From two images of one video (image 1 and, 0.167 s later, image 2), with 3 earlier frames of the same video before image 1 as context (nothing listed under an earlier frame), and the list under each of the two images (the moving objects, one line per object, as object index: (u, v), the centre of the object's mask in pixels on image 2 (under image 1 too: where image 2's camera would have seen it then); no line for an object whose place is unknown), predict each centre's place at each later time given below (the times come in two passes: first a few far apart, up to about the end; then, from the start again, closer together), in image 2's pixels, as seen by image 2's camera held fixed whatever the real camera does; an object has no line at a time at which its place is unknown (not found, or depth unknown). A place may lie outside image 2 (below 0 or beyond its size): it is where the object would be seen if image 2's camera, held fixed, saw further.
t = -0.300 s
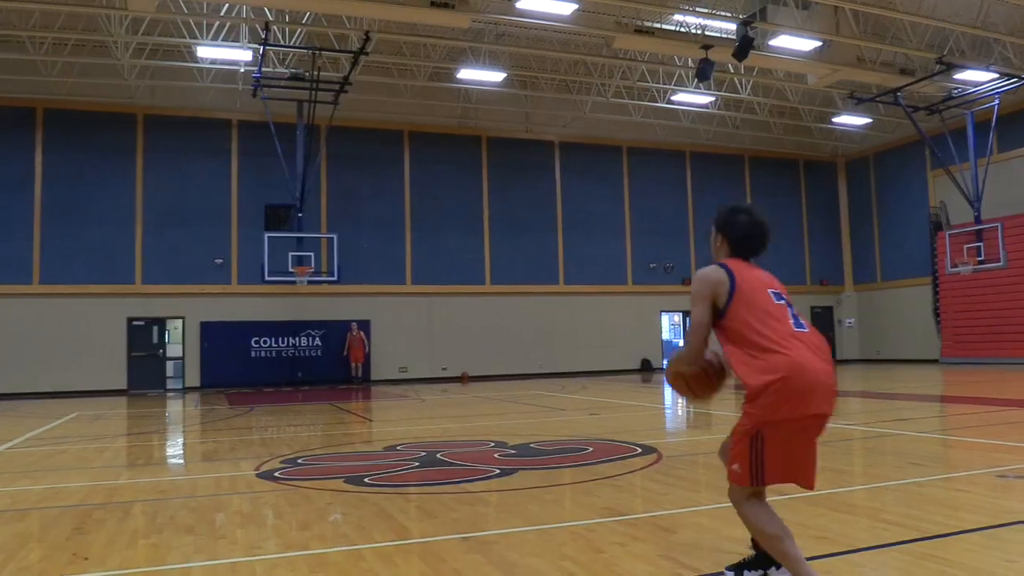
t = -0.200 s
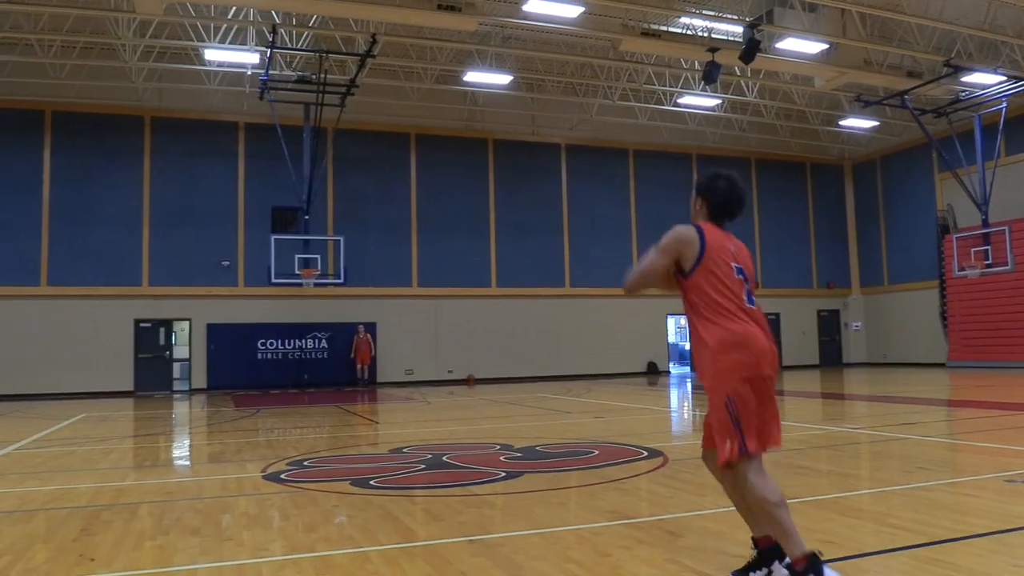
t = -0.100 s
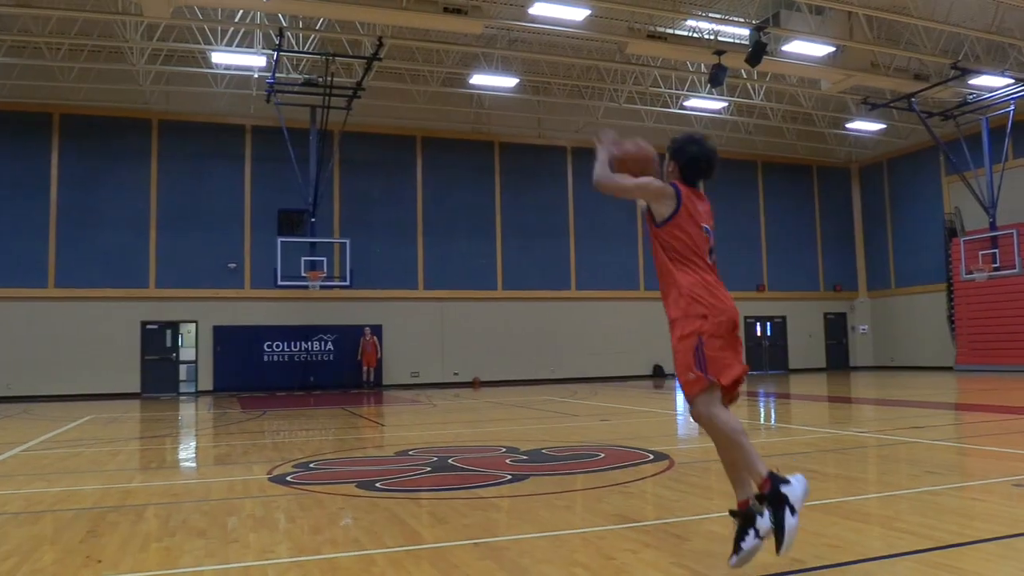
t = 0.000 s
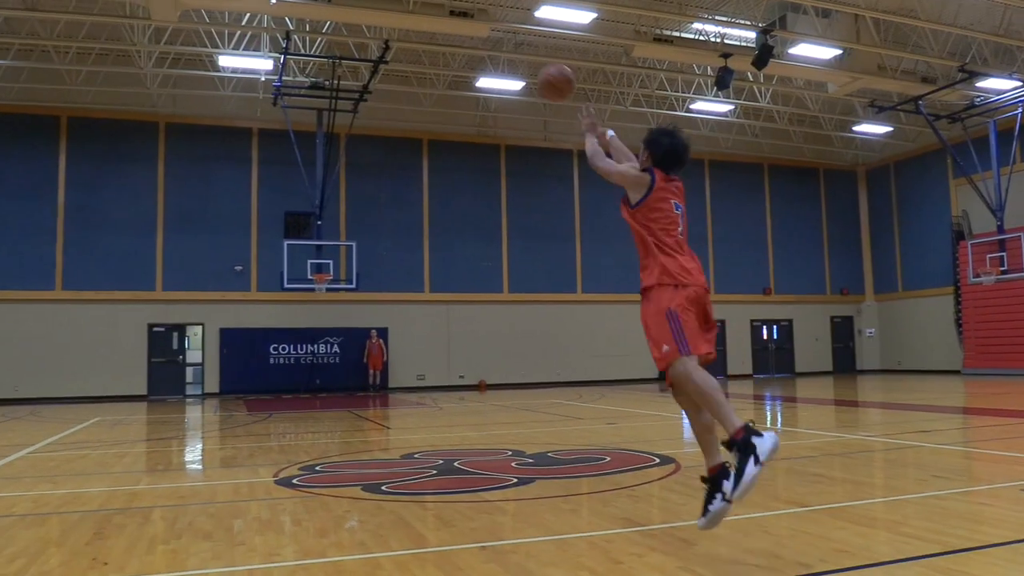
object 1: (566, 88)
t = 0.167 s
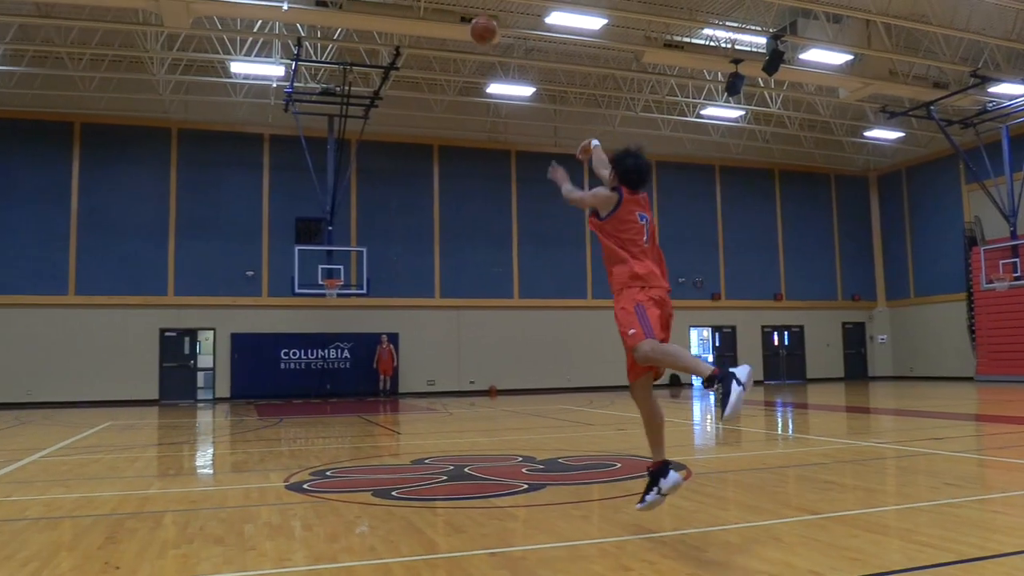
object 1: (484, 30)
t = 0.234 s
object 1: (461, 20)
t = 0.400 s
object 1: (422, 16)
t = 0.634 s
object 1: (388, 37)
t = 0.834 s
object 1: (370, 72)
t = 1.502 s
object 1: (342, 242)
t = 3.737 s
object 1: (206, 367)
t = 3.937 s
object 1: (192, 376)
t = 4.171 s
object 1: (172, 413)
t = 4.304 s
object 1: (163, 399)
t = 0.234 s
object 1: (461, 20)
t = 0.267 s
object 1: (452, 18)
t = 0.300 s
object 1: (444, 15)
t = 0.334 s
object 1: (436, 15)
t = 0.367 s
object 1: (429, 15)
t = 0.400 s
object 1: (422, 16)
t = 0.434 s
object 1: (416, 17)
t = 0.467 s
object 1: (410, 19)
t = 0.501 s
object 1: (405, 22)
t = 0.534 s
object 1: (401, 25)
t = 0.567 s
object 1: (397, 29)
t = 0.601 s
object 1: (392, 33)
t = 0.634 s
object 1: (388, 37)
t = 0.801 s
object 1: (373, 66)
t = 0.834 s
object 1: (370, 72)
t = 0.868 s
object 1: (367, 79)
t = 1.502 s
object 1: (342, 242)
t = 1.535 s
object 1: (342, 252)
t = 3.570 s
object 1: (216, 373)
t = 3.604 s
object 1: (215, 371)
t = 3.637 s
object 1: (212, 370)
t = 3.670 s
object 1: (210, 367)
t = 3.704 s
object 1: (208, 367)
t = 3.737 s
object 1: (206, 367)
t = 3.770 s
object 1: (204, 367)
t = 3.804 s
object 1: (201, 368)
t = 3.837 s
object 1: (198, 370)
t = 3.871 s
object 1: (196, 371)
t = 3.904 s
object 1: (194, 374)
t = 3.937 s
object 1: (192, 376)
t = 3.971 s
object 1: (190, 381)
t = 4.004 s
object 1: (187, 385)
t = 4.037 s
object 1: (184, 390)
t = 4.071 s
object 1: (181, 396)
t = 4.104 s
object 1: (179, 400)
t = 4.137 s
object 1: (175, 406)
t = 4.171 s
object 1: (172, 413)
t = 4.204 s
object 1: (170, 410)
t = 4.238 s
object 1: (168, 405)
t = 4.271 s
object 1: (166, 402)
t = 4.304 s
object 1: (163, 399)
